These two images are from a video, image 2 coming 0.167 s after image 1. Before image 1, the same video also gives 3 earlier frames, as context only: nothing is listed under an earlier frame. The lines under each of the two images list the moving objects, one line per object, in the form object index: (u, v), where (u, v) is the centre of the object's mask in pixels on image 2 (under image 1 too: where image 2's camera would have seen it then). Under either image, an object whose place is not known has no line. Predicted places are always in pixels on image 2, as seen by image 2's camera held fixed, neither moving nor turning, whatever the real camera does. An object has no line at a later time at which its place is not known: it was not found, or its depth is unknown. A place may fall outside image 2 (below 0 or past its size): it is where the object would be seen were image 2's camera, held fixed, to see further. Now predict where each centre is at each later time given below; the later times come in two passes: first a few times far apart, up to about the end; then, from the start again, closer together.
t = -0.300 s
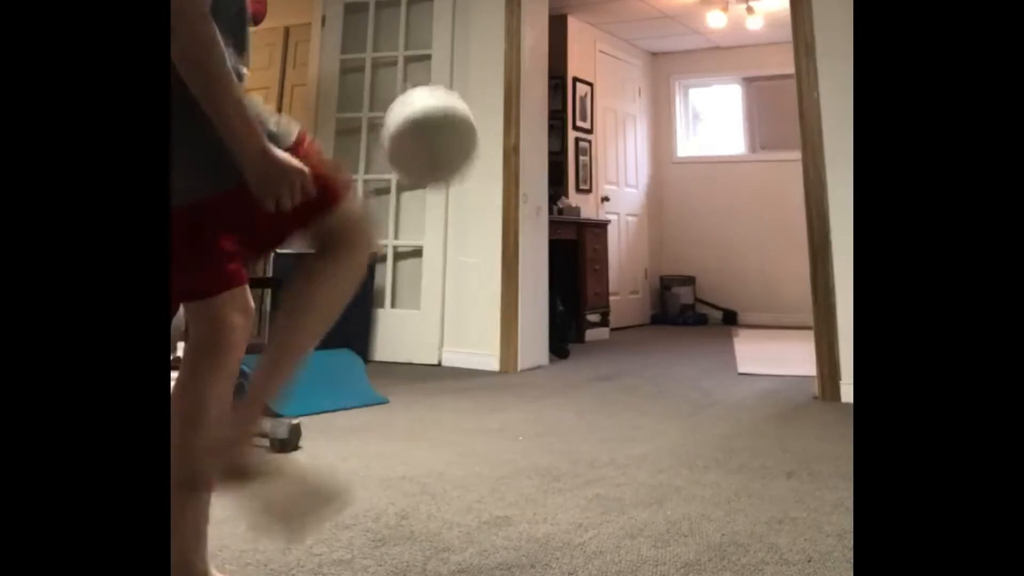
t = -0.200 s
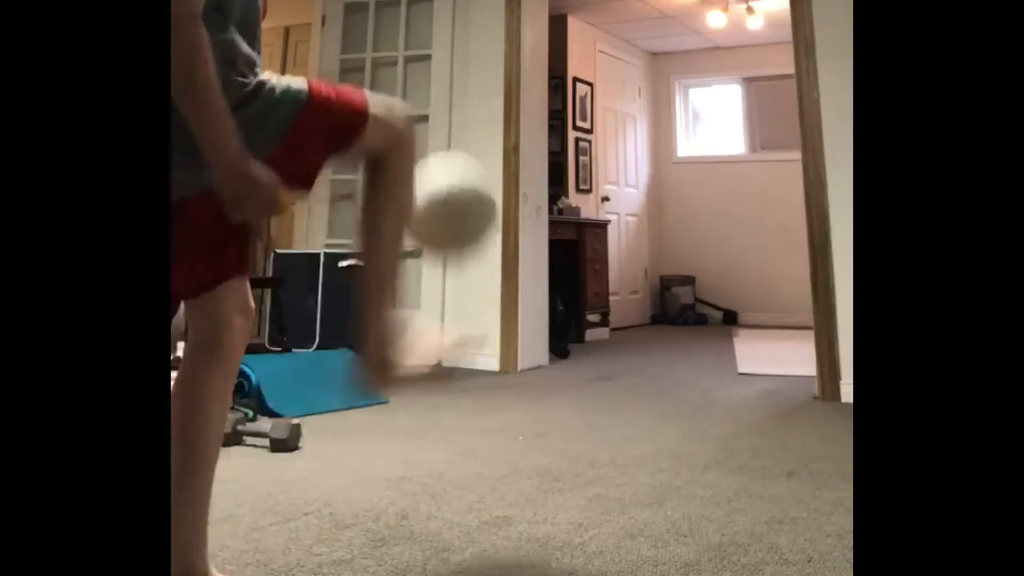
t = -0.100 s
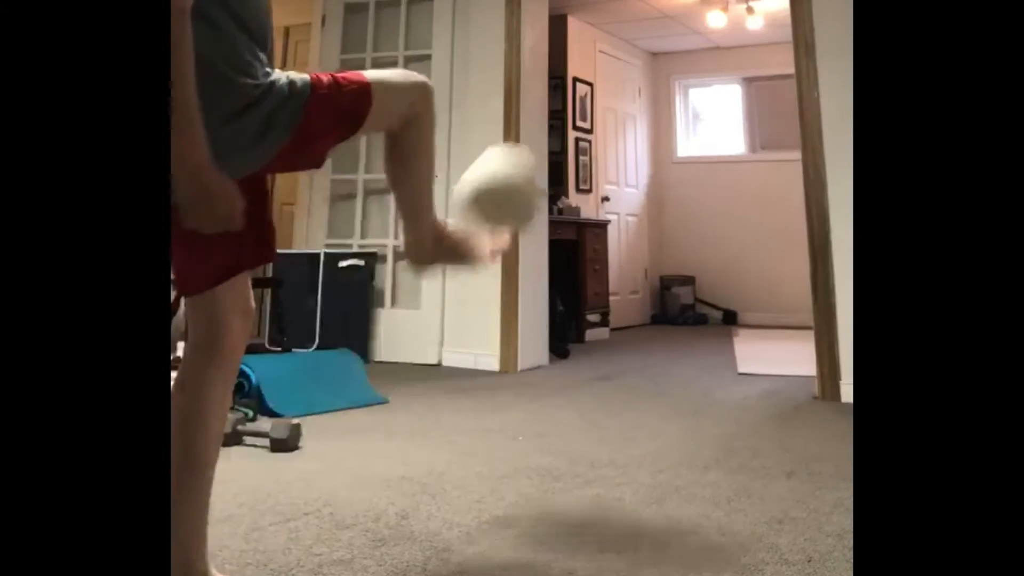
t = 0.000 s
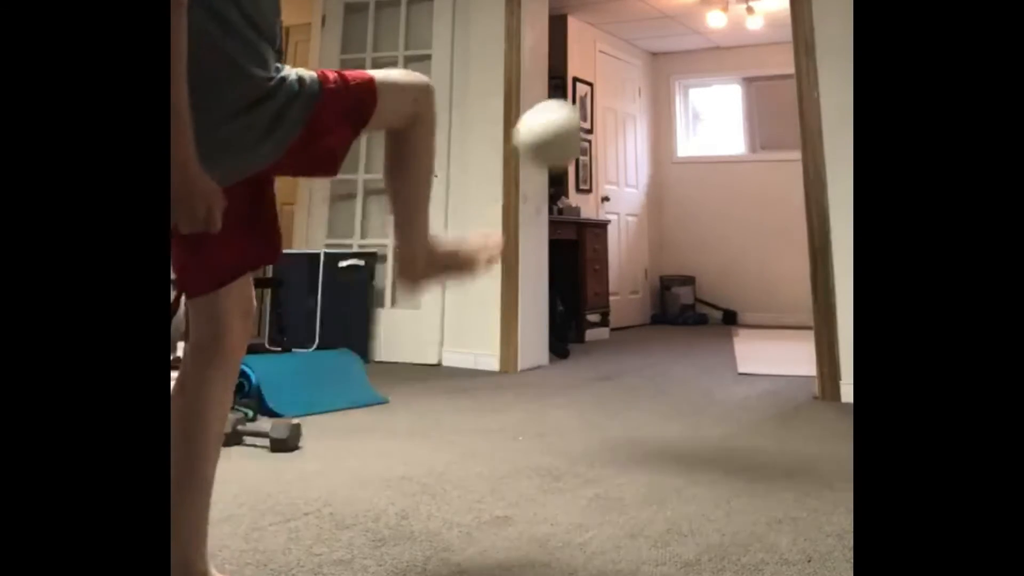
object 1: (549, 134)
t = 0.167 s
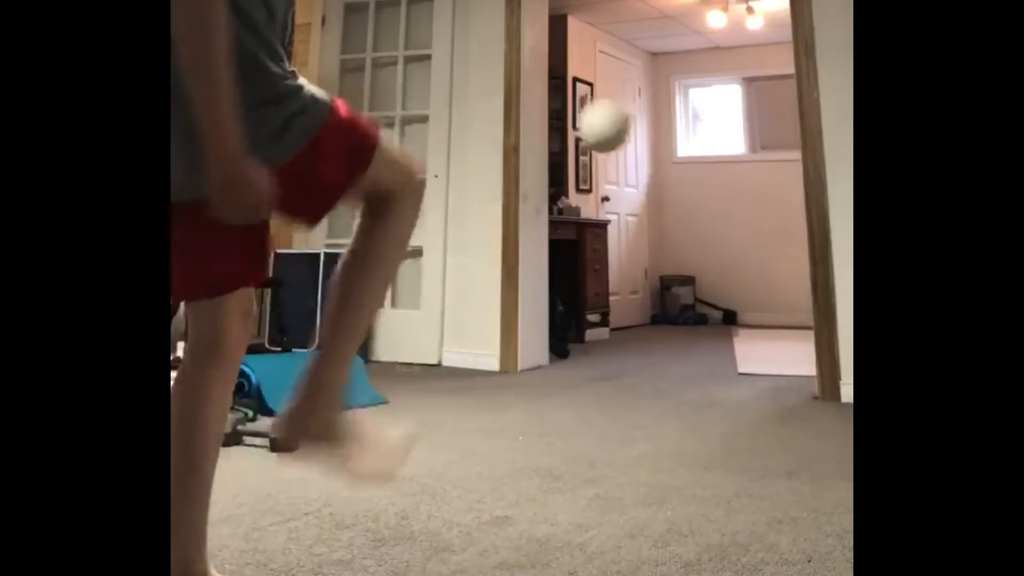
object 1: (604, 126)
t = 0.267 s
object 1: (626, 152)
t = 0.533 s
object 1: (671, 286)
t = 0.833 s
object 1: (691, 258)
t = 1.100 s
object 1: (705, 276)
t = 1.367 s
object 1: (715, 263)
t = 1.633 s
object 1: (720, 280)
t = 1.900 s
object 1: (729, 293)
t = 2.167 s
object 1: (733, 311)
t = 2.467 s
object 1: (735, 302)
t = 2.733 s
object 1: (739, 312)
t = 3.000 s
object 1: (744, 314)
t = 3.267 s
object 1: (748, 314)
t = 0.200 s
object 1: (612, 132)
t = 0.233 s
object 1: (618, 142)
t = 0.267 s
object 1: (626, 152)
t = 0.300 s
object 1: (631, 164)
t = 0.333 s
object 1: (637, 178)
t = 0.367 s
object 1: (644, 193)
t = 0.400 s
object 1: (650, 211)
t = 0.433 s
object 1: (653, 227)
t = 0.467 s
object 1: (659, 245)
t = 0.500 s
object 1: (667, 265)
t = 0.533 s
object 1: (671, 286)
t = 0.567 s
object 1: (675, 306)
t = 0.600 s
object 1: (679, 328)
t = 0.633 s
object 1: (681, 320)
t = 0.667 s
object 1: (683, 306)
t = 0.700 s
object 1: (684, 293)
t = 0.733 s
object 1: (687, 282)
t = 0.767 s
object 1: (688, 272)
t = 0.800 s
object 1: (689, 263)
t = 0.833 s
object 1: (691, 258)
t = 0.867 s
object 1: (693, 255)
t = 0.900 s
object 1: (694, 254)
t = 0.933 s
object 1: (695, 254)
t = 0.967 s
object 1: (698, 255)
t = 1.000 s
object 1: (700, 258)
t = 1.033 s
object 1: (701, 262)
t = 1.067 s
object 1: (703, 268)
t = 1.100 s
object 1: (705, 276)
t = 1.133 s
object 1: (707, 284)
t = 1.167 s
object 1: (710, 292)
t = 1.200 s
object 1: (712, 294)
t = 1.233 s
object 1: (714, 289)
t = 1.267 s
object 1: (714, 280)
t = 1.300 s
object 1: (715, 278)
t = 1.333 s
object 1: (716, 264)
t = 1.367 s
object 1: (715, 263)
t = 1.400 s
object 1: (715, 258)
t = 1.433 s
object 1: (716, 258)
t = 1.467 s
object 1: (717, 257)
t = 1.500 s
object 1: (718, 259)
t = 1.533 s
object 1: (719, 262)
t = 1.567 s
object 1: (720, 266)
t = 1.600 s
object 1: (719, 273)
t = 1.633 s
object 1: (720, 280)
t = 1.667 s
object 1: (723, 290)
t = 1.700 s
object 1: (725, 298)
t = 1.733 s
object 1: (727, 313)
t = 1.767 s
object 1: (728, 312)
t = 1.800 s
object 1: (728, 303)
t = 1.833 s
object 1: (728, 297)
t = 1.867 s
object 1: (728, 295)
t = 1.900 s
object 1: (729, 293)
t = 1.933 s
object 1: (729, 292)
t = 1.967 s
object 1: (729, 292)
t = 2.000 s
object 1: (729, 293)
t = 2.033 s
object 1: (730, 296)
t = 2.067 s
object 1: (731, 299)
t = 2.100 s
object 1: (732, 305)
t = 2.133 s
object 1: (733, 312)
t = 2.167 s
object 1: (733, 311)
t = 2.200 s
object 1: (732, 307)
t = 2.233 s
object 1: (732, 303)
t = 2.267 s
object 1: (732, 302)
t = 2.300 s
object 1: (732, 301)
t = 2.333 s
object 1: (732, 301)
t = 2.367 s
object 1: (732, 300)
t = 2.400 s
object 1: (733, 300)
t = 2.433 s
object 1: (734, 301)
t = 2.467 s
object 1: (735, 302)
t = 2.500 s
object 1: (735, 304)
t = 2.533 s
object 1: (736, 307)
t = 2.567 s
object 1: (736, 311)
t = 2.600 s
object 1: (737, 312)
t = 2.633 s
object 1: (737, 310)
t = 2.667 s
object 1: (738, 309)
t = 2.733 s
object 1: (739, 312)
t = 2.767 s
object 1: (740, 313)
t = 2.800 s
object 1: (741, 313)
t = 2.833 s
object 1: (742, 313)
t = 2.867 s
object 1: (742, 313)
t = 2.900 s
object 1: (743, 313)
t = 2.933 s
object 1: (743, 313)
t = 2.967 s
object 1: (743, 313)
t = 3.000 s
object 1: (744, 314)
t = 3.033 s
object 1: (745, 314)
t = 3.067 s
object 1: (746, 314)
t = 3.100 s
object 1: (746, 314)
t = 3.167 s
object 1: (746, 314)
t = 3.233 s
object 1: (747, 315)
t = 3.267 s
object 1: (748, 314)
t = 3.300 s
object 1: (748, 315)
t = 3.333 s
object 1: (749, 315)
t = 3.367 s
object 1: (749, 315)
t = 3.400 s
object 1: (749, 315)
